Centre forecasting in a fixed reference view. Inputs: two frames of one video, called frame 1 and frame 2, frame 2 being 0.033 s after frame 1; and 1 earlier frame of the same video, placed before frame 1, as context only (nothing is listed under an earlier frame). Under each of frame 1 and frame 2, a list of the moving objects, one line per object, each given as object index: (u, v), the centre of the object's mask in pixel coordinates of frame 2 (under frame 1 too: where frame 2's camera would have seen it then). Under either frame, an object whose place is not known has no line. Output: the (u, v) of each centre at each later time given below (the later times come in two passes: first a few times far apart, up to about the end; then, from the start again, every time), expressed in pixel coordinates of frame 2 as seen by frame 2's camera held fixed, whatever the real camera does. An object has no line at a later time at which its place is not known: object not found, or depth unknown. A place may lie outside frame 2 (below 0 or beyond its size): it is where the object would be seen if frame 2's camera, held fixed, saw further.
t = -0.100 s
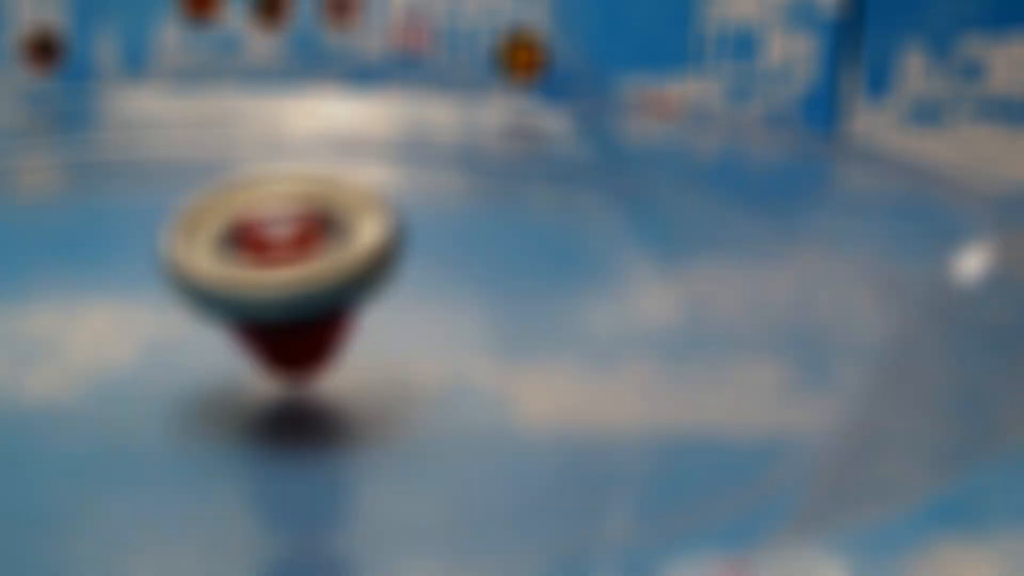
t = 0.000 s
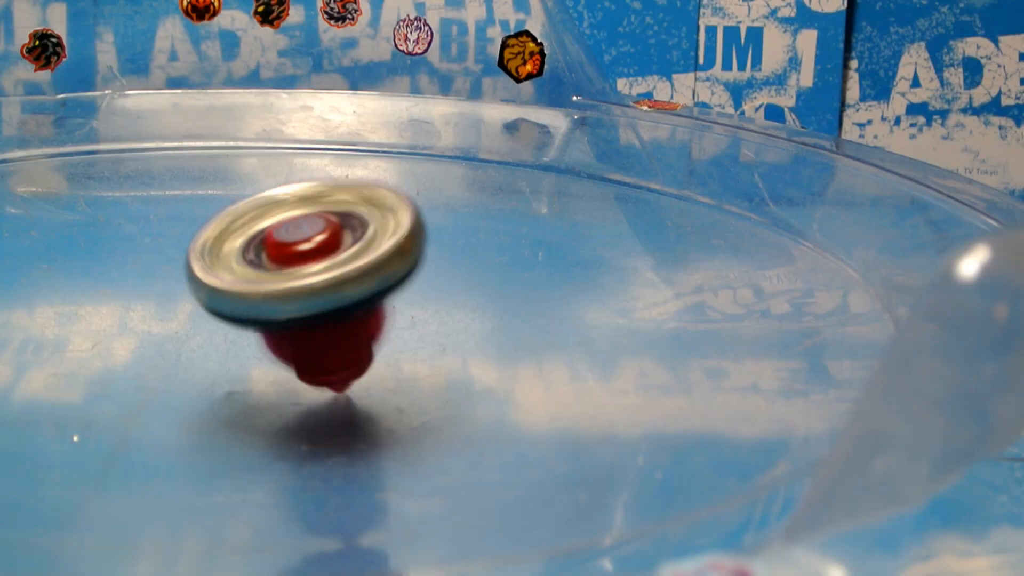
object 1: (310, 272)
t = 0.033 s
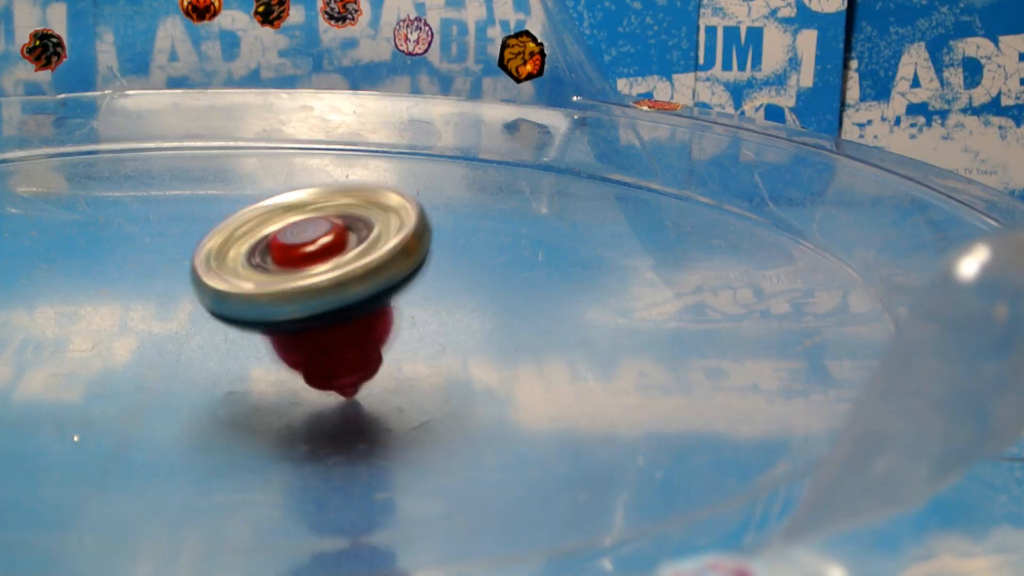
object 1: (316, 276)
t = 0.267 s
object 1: (304, 312)
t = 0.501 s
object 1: (222, 323)
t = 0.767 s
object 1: (175, 282)
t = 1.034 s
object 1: (245, 250)
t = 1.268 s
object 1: (317, 264)
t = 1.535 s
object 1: (302, 310)
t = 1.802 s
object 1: (191, 316)
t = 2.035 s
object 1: (165, 277)
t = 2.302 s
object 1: (244, 251)
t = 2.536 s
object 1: (309, 273)
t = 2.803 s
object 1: (276, 318)
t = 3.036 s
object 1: (184, 316)
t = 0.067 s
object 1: (320, 281)
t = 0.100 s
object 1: (322, 287)
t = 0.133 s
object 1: (323, 292)
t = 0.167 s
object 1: (321, 298)
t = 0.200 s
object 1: (317, 303)
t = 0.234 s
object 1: (312, 308)
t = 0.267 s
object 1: (304, 312)
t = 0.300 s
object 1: (295, 316)
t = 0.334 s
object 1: (285, 320)
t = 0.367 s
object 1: (274, 323)
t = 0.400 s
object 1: (262, 324)
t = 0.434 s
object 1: (249, 324)
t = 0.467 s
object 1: (235, 324)
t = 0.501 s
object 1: (222, 323)
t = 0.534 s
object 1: (209, 320)
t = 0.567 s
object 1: (199, 316)
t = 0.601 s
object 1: (190, 312)
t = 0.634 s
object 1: (182, 306)
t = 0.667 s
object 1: (177, 300)
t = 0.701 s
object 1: (174, 294)
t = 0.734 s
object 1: (173, 288)
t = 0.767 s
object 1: (175, 282)
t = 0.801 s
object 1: (179, 276)
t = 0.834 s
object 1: (184, 270)
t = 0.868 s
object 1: (191, 266)
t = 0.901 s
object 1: (200, 261)
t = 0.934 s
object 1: (211, 258)
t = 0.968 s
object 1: (222, 254)
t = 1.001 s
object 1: (233, 252)
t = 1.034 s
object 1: (245, 250)
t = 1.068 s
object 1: (257, 249)
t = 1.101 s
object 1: (269, 249)
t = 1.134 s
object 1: (281, 250)
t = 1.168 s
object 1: (291, 253)
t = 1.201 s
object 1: (301, 255)
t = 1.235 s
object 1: (310, 259)
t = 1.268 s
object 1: (317, 264)
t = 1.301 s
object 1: (323, 269)
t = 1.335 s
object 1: (327, 274)
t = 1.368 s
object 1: (328, 280)
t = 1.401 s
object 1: (328, 286)
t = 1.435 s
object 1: (325, 293)
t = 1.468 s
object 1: (319, 299)
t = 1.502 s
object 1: (312, 305)
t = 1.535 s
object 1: (302, 310)
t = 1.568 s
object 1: (291, 315)
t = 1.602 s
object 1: (278, 318)
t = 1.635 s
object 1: (263, 320)
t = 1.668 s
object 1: (248, 321)
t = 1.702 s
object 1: (233, 321)
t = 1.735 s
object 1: (218, 321)
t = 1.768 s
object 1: (203, 319)
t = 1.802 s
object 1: (191, 316)
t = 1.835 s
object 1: (182, 312)
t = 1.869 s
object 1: (174, 307)
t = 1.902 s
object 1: (167, 301)
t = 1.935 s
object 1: (163, 296)
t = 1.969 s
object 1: (162, 290)
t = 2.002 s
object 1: (162, 283)
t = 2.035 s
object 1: (165, 277)
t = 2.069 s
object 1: (169, 271)
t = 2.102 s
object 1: (176, 265)
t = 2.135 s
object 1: (185, 261)
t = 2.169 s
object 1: (195, 257)
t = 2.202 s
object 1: (207, 255)
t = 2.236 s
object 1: (219, 253)
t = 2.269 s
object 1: (231, 251)
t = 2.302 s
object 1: (244, 251)
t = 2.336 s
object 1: (257, 251)
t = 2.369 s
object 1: (268, 252)
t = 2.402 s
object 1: (278, 255)
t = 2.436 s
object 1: (288, 258)
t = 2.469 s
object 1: (296, 262)
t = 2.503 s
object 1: (303, 267)
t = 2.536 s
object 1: (309, 273)
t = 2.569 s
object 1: (313, 278)
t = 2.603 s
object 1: (315, 284)
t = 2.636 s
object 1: (314, 291)
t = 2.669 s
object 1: (311, 297)
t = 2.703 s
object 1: (305, 304)
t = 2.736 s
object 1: (297, 310)
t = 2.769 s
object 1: (288, 315)
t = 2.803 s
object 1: (276, 318)
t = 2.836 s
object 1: (263, 320)
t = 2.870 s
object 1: (249, 321)
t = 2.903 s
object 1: (234, 321)
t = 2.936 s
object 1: (220, 320)
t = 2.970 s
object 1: (207, 320)
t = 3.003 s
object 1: (195, 318)
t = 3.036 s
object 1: (184, 316)
